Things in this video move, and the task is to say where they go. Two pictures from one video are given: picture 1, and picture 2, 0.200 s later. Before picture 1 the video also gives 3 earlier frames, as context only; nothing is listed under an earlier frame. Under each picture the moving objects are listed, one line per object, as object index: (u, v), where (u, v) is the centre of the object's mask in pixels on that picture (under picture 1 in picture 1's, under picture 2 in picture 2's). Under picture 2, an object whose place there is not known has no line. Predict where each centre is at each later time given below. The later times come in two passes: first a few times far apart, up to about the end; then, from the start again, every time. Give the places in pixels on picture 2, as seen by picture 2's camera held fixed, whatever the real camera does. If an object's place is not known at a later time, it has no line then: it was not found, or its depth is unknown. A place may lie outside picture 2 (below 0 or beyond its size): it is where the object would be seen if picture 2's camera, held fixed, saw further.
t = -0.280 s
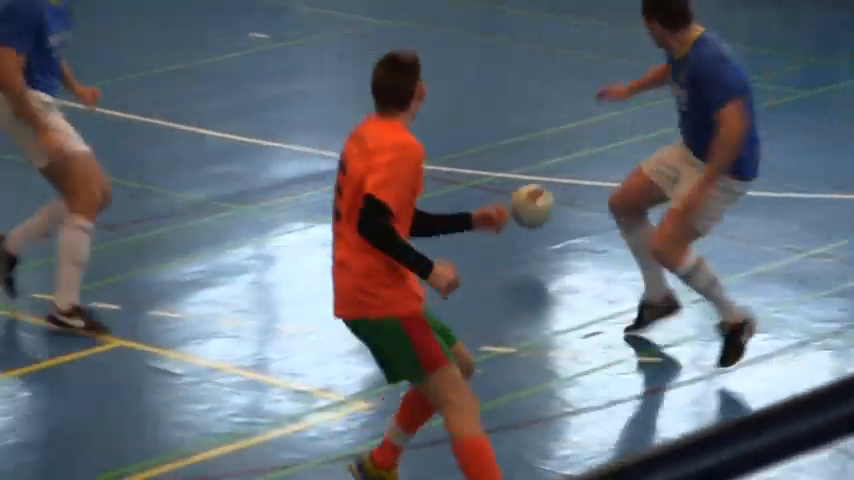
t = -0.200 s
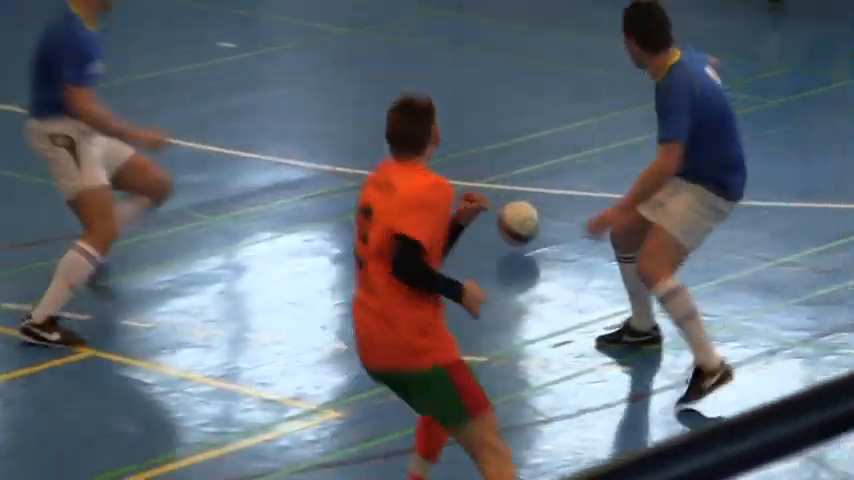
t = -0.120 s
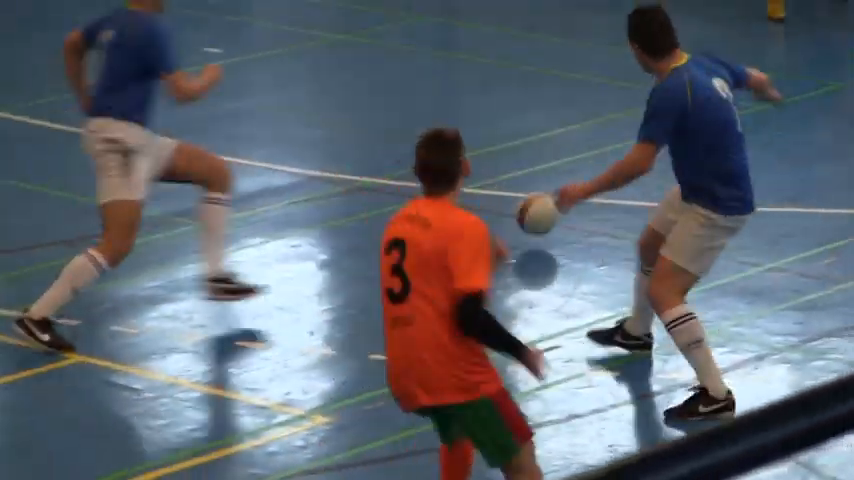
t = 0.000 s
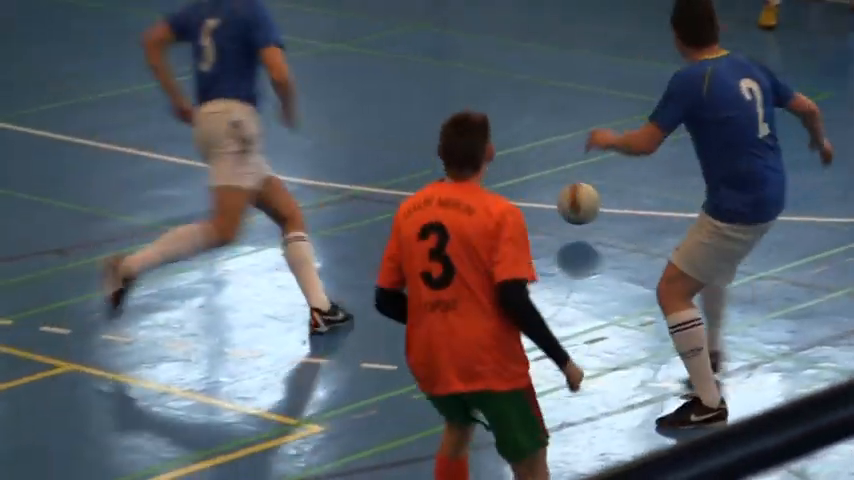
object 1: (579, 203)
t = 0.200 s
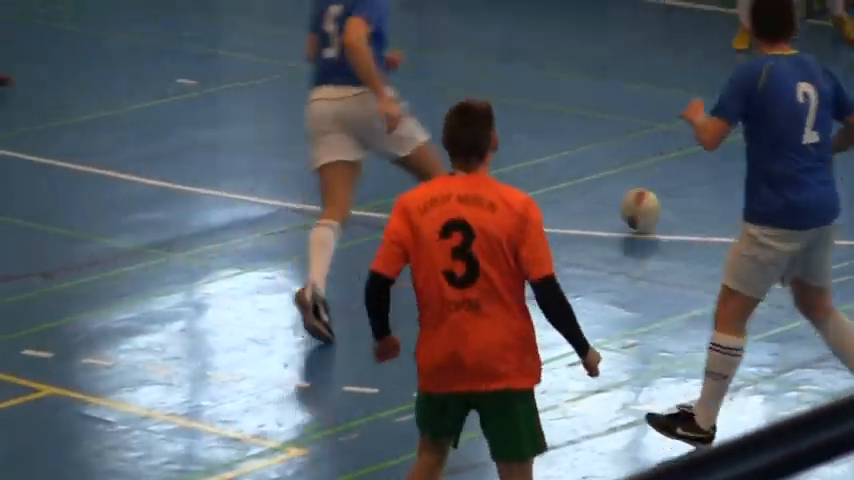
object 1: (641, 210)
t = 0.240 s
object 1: (655, 206)
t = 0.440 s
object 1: (734, 180)
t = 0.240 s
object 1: (655, 206)
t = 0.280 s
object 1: (672, 199)
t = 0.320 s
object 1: (688, 196)
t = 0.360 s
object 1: (704, 190)
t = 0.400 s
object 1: (719, 186)
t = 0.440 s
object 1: (734, 180)
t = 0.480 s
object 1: (749, 175)
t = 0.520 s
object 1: (763, 171)
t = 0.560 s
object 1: (777, 167)
